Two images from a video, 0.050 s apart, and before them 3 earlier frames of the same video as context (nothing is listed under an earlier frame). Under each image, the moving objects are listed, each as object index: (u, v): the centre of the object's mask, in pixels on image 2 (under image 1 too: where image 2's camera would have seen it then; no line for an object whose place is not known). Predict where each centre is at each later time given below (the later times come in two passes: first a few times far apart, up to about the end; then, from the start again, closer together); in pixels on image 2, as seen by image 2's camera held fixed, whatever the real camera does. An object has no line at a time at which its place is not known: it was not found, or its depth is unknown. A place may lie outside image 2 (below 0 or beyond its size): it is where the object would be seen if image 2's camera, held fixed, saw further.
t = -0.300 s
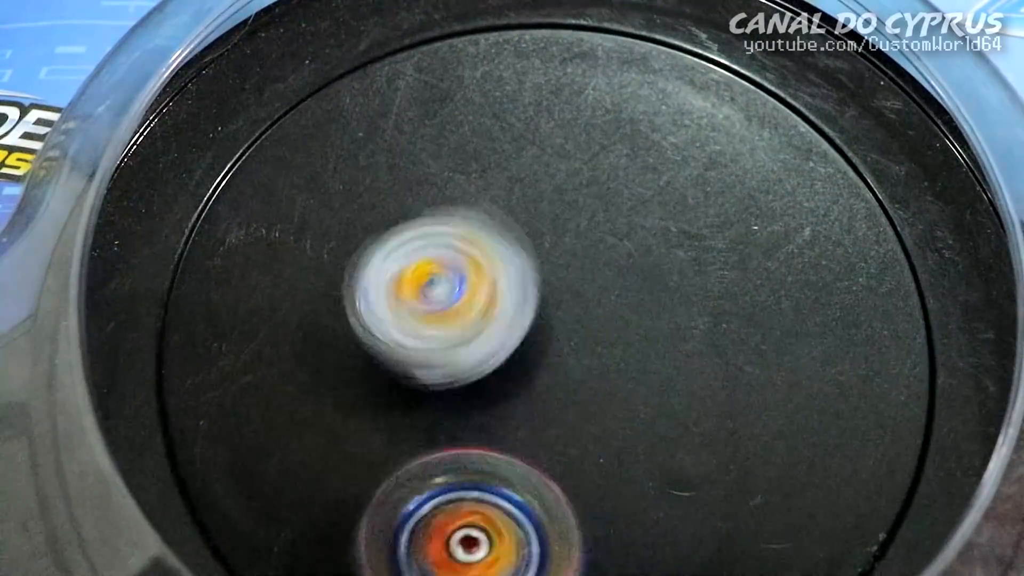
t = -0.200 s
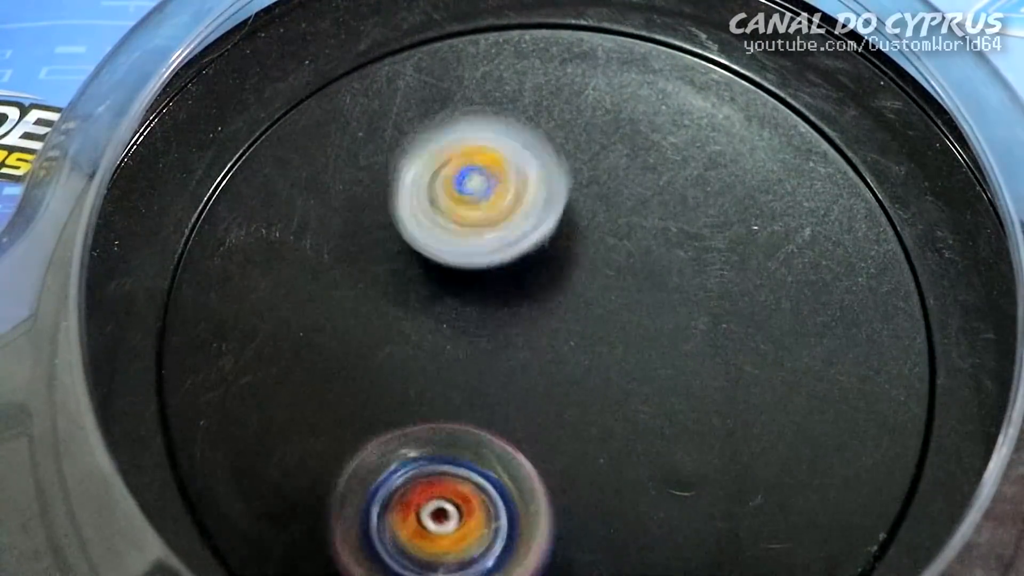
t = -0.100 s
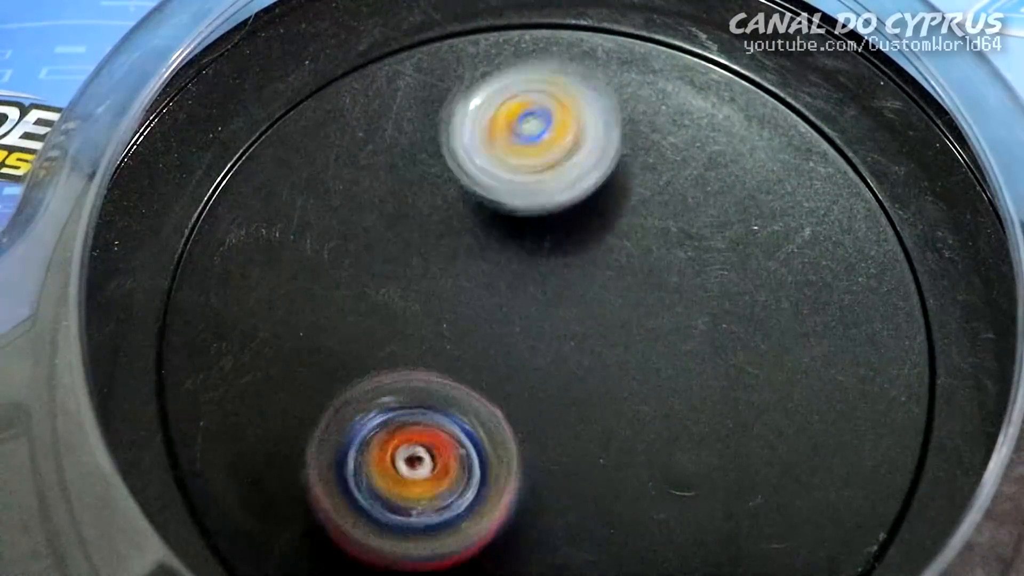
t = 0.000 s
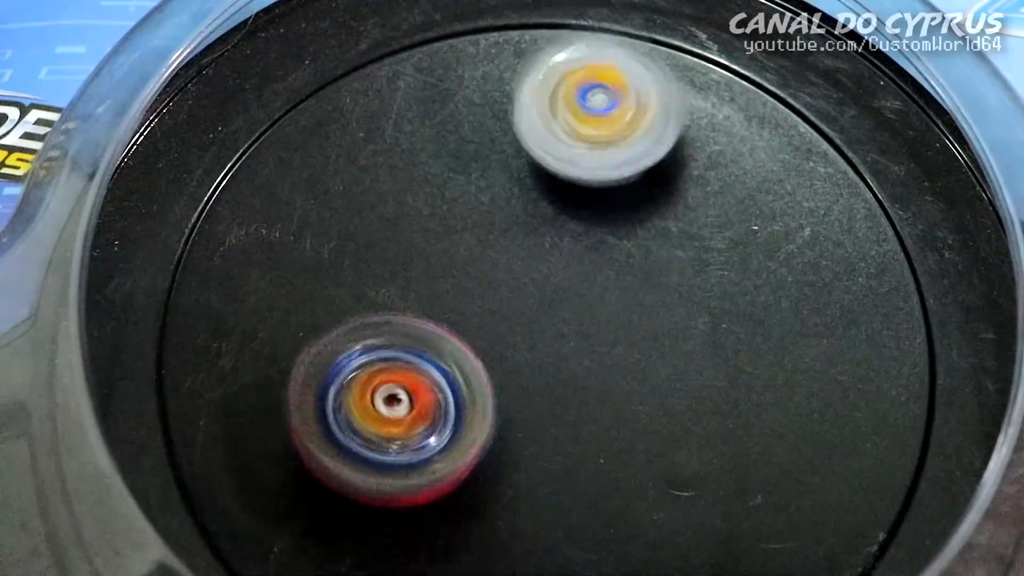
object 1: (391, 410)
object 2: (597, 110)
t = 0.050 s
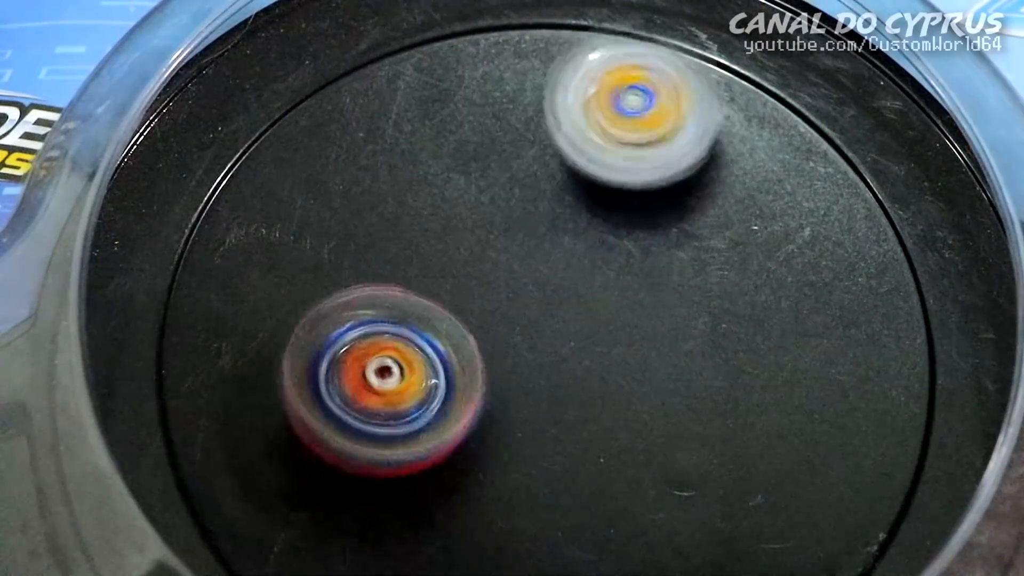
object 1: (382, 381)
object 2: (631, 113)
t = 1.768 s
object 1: (726, 363)
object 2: (388, 415)
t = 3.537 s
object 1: (476, 157)
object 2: (418, 360)
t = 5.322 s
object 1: (598, 132)
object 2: (455, 259)
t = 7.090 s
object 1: (392, 382)
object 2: (589, 324)
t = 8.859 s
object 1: (629, 421)
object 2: (494, 321)
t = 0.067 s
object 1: (379, 373)
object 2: (644, 116)
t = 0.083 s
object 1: (376, 364)
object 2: (657, 120)
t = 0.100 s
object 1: (373, 355)
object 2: (667, 126)
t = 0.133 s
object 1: (368, 338)
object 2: (685, 143)
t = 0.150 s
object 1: (367, 331)
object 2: (693, 154)
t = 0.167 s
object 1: (364, 322)
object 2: (700, 168)
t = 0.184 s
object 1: (364, 315)
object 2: (703, 181)
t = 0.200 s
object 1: (361, 306)
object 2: (706, 196)
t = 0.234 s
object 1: (359, 292)
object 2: (706, 225)
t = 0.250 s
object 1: (360, 286)
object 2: (706, 240)
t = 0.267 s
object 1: (359, 278)
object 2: (700, 255)
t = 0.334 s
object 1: (361, 252)
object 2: (674, 316)
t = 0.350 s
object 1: (363, 248)
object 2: (663, 328)
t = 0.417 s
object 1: (373, 225)
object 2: (616, 381)
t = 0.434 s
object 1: (377, 218)
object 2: (607, 391)
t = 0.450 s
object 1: (380, 215)
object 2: (593, 401)
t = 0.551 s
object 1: (410, 190)
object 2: (503, 446)
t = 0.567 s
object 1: (416, 186)
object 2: (492, 449)
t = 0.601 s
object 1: (429, 181)
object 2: (460, 461)
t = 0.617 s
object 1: (435, 180)
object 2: (445, 459)
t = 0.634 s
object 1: (443, 177)
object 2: (433, 460)
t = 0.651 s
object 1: (449, 176)
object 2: (419, 464)
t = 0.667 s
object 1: (457, 173)
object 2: (401, 463)
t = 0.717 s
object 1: (478, 170)
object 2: (362, 455)
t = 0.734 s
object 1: (487, 168)
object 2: (348, 450)
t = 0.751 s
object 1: (493, 168)
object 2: (341, 440)
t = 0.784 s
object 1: (508, 167)
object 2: (321, 428)
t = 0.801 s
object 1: (518, 166)
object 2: (315, 417)
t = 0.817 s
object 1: (524, 166)
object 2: (313, 407)
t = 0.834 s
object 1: (533, 165)
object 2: (309, 398)
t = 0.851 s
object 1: (540, 166)
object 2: (306, 384)
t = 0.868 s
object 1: (549, 166)
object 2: (310, 373)
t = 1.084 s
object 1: (641, 187)
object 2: (456, 278)
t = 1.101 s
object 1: (647, 189)
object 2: (472, 277)
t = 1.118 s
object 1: (653, 192)
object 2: (483, 280)
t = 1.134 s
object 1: (672, 190)
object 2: (484, 285)
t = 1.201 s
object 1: (717, 189)
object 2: (469, 302)
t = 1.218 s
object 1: (725, 187)
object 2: (467, 304)
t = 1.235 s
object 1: (733, 188)
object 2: (469, 310)
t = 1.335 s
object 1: (760, 190)
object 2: (463, 337)
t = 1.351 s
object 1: (763, 191)
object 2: (465, 342)
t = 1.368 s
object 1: (764, 194)
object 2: (463, 349)
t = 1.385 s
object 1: (764, 197)
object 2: (461, 354)
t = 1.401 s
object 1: (765, 201)
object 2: (463, 356)
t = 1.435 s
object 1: (762, 212)
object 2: (463, 368)
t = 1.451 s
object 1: (757, 220)
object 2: (464, 370)
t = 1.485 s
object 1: (751, 234)
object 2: (469, 378)
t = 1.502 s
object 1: (747, 240)
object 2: (466, 381)
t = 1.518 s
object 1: (743, 249)
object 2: (469, 383)
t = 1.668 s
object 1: (692, 326)
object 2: (489, 401)
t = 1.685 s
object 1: (688, 334)
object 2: (491, 399)
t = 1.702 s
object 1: (690, 343)
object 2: (482, 407)
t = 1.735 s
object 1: (715, 351)
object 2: (426, 411)
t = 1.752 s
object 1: (721, 357)
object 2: (411, 412)
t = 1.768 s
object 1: (726, 363)
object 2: (388, 415)
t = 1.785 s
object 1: (728, 370)
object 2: (368, 414)
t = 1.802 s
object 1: (732, 376)
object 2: (354, 409)
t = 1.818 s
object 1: (732, 385)
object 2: (341, 408)
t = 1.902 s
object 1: (729, 416)
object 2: (271, 381)
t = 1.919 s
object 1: (729, 421)
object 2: (265, 374)
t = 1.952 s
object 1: (723, 432)
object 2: (247, 359)
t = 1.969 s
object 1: (722, 437)
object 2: (244, 351)
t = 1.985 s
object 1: (716, 442)
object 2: (241, 343)
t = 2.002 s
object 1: (714, 446)
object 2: (237, 332)
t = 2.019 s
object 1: (707, 451)
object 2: (240, 321)
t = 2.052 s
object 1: (696, 458)
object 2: (250, 304)
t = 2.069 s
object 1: (690, 460)
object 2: (258, 294)
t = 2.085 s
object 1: (685, 463)
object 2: (270, 288)
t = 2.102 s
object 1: (675, 465)
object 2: (280, 282)
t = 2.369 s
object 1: (535, 458)
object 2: (534, 283)
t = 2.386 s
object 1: (526, 455)
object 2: (548, 283)
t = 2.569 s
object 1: (427, 475)
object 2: (703, 237)
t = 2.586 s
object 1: (418, 474)
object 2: (713, 236)
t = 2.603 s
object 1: (413, 473)
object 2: (723, 232)
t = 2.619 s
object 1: (404, 472)
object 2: (737, 230)
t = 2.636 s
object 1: (401, 469)
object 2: (746, 230)
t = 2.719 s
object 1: (380, 451)
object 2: (800, 220)
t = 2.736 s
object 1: (376, 447)
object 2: (809, 221)
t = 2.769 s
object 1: (374, 436)
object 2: (826, 224)
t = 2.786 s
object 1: (371, 429)
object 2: (834, 225)
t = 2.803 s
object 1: (372, 422)
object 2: (835, 231)
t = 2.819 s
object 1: (371, 417)
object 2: (841, 236)
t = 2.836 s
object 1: (370, 409)
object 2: (844, 239)
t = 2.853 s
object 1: (373, 403)
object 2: (839, 250)
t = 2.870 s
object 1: (372, 397)
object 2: (837, 256)
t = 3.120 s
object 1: (423, 294)
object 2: (635, 330)
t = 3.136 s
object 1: (428, 287)
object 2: (622, 333)
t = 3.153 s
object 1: (428, 279)
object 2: (615, 335)
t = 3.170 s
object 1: (422, 267)
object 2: (615, 339)
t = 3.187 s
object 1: (419, 257)
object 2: (617, 347)
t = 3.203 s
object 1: (419, 249)
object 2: (612, 352)
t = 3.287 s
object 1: (423, 215)
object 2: (574, 379)
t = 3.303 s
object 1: (423, 209)
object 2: (560, 385)
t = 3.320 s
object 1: (426, 203)
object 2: (547, 386)
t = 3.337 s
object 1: (427, 197)
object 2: (540, 390)
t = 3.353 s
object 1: (429, 192)
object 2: (524, 395)
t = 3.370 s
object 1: (433, 188)
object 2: (511, 392)
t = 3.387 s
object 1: (436, 183)
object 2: (504, 394)
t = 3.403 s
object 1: (440, 178)
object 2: (489, 396)
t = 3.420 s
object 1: (444, 174)
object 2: (477, 390)
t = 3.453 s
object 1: (452, 167)
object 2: (455, 388)
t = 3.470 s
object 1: (455, 165)
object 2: (446, 380)
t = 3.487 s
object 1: (460, 162)
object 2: (441, 378)
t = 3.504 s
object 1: (466, 161)
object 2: (426, 372)
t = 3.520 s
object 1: (470, 158)
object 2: (422, 363)
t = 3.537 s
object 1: (476, 157)
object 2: (418, 360)
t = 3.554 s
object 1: (481, 158)
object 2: (408, 350)
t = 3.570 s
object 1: (487, 157)
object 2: (408, 341)
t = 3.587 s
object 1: (494, 158)
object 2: (406, 336)
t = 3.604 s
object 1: (498, 160)
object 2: (401, 325)
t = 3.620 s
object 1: (504, 160)
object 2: (406, 316)
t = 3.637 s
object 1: (511, 163)
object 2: (406, 311)
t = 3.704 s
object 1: (544, 162)
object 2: (404, 301)
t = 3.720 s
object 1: (552, 164)
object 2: (407, 303)
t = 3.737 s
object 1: (558, 166)
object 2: (406, 302)
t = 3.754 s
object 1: (565, 166)
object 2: (409, 299)
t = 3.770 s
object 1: (573, 169)
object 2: (415, 302)
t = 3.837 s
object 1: (600, 182)
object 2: (435, 305)
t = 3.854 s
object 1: (607, 186)
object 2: (446, 305)
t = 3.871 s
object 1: (612, 192)
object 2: (451, 311)
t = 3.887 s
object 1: (618, 196)
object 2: (460, 312)
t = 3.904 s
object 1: (625, 202)
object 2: (473, 317)
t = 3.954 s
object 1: (643, 218)
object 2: (497, 334)
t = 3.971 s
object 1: (648, 223)
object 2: (502, 341)
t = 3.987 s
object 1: (668, 223)
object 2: (497, 360)
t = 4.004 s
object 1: (686, 216)
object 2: (486, 384)
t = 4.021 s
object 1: (707, 204)
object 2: (471, 402)
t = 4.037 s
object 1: (724, 195)
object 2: (467, 423)
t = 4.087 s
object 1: (762, 175)
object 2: (446, 463)
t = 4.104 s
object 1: (769, 171)
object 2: (440, 472)
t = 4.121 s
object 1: (776, 168)
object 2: (440, 480)
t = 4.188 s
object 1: (800, 166)
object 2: (422, 495)
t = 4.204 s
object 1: (804, 165)
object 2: (420, 501)
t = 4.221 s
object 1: (810, 166)
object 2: (416, 501)
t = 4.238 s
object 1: (814, 170)
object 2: (420, 505)
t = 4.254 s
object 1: (816, 172)
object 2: (411, 506)
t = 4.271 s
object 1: (820, 176)
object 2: (415, 507)
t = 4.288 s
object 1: (821, 182)
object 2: (414, 512)
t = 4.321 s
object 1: (822, 191)
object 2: (415, 514)
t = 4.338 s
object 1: (819, 198)
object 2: (417, 511)
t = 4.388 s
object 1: (811, 218)
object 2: (431, 508)
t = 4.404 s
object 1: (807, 224)
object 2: (435, 509)
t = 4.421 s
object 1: (804, 232)
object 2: (441, 503)
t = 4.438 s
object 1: (796, 239)
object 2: (445, 504)
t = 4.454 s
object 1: (790, 246)
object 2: (453, 500)
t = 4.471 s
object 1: (785, 253)
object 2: (464, 498)
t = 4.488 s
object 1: (775, 259)
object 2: (467, 491)
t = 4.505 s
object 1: (769, 265)
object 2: (480, 489)
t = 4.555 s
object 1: (745, 283)
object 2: (503, 469)
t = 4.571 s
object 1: (736, 289)
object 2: (514, 458)
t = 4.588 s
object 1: (726, 294)
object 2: (524, 456)
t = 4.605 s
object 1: (718, 299)
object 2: (533, 440)
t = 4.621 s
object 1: (707, 304)
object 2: (543, 437)
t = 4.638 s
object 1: (697, 308)
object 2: (549, 426)
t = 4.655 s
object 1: (700, 304)
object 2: (542, 432)
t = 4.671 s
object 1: (725, 291)
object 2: (504, 443)
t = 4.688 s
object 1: (742, 271)
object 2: (479, 450)
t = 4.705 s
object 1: (765, 255)
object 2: (442, 464)
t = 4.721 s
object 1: (782, 240)
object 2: (421, 463)
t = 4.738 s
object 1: (791, 226)
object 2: (397, 471)
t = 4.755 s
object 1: (799, 216)
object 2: (373, 466)
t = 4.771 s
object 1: (805, 210)
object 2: (359, 470)
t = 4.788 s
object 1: (805, 203)
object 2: (342, 463)
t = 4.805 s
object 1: (804, 199)
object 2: (337, 459)
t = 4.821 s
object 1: (799, 193)
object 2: (323, 452)
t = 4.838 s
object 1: (794, 187)
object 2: (318, 443)
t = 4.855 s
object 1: (786, 182)
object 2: (307, 437)
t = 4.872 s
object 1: (780, 175)
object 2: (304, 423)
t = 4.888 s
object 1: (775, 171)
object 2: (293, 417)
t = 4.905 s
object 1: (770, 165)
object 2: (289, 404)
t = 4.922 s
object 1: (763, 159)
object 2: (288, 399)
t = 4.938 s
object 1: (757, 154)
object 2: (284, 382)
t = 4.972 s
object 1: (742, 146)
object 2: (281, 363)
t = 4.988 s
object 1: (733, 143)
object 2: (288, 356)
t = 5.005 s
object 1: (728, 139)
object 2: (287, 341)
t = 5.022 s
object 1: (721, 137)
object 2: (296, 332)
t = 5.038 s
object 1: (712, 136)
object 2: (299, 323)
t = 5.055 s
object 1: (703, 132)
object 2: (312, 312)
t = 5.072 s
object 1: (694, 131)
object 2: (314, 303)
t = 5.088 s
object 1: (685, 131)
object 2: (327, 293)
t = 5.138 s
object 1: (662, 130)
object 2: (358, 273)
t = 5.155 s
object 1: (652, 129)
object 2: (371, 263)
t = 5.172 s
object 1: (642, 129)
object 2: (385, 262)
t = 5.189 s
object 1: (633, 131)
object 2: (396, 251)
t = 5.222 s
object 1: (616, 134)
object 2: (421, 244)
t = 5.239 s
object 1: (608, 135)
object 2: (438, 242)
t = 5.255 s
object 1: (601, 137)
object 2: (447, 236)
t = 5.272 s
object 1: (596, 136)
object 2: (456, 240)
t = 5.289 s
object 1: (598, 132)
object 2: (455, 246)
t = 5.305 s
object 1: (598, 131)
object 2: (459, 249)
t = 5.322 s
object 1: (598, 132)
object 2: (455, 259)
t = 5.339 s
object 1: (593, 133)
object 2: (461, 260)
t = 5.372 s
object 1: (577, 133)
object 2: (471, 269)
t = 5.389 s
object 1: (567, 134)
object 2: (480, 278)
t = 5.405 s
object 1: (571, 123)
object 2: (479, 294)
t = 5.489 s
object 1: (560, 79)
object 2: (495, 393)
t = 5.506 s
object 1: (558, 75)
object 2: (497, 401)
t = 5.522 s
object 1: (555, 73)
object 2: (501, 414)
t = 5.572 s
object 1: (550, 68)
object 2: (513, 437)
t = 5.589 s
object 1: (546, 66)
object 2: (514, 445)
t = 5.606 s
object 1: (545, 67)
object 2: (519, 448)
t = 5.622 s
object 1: (546, 68)
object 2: (521, 457)
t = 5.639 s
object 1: (543, 69)
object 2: (530, 458)
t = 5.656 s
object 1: (540, 70)
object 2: (528, 463)
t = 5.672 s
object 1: (540, 74)
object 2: (537, 466)
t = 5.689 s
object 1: (540, 79)
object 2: (537, 472)
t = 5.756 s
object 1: (533, 106)
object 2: (560, 477)
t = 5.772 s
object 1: (533, 113)
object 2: (570, 482)
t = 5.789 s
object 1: (531, 119)
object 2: (576, 476)
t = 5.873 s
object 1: (520, 150)
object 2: (600, 467)
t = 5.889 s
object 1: (517, 156)
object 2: (612, 464)
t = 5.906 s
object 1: (515, 164)
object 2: (610, 459)
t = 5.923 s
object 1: (511, 171)
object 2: (621, 458)
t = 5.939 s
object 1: (507, 176)
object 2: (623, 446)
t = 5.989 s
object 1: (496, 198)
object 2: (632, 435)
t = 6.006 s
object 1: (492, 205)
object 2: (642, 424)
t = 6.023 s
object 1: (486, 212)
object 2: (636, 417)
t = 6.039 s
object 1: (481, 220)
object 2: (644, 410)
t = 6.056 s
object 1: (475, 228)
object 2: (638, 402)
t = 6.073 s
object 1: (470, 235)
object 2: (645, 399)
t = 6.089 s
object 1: (463, 240)
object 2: (644, 384)
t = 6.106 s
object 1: (458, 248)
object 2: (642, 381)
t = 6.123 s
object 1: (450, 254)
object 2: (644, 369)
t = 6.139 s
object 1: (443, 259)
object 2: (638, 366)
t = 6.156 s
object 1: (437, 264)
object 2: (643, 356)
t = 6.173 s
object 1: (431, 270)
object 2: (635, 347)
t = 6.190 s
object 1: (423, 274)
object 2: (637, 341)
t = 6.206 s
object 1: (419, 277)
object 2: (630, 331)
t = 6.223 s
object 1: (411, 280)
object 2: (630, 329)
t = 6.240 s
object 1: (405, 283)
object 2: (628, 316)
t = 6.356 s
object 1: (368, 293)
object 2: (592, 279)
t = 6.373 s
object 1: (362, 293)
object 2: (586, 277)
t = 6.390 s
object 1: (357, 293)
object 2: (583, 269)
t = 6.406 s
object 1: (353, 292)
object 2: (573, 267)
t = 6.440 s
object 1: (342, 292)
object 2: (559, 262)
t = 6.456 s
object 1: (338, 292)
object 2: (556, 260)
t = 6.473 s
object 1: (333, 289)
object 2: (549, 255)
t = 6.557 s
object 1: (320, 279)
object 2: (514, 251)
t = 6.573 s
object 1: (311, 282)
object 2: (516, 250)
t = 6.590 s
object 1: (302, 279)
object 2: (517, 245)
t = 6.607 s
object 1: (294, 279)
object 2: (519, 245)
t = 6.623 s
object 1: (289, 280)
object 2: (521, 241)
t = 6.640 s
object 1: (287, 284)
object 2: (516, 240)
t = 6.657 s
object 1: (283, 286)
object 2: (518, 241)
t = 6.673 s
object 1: (280, 287)
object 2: (516, 238)
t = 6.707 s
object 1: (278, 294)
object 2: (519, 241)
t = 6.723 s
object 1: (278, 295)
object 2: (514, 243)
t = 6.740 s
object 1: (281, 296)
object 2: (518, 248)
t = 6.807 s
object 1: (297, 309)
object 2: (515, 256)
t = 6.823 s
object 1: (306, 312)
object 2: (518, 263)
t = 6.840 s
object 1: (315, 316)
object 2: (517, 263)
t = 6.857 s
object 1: (322, 321)
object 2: (514, 274)
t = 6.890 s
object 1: (325, 329)
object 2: (523, 274)
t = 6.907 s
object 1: (329, 330)
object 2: (531, 281)
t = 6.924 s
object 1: (334, 333)
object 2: (536, 283)
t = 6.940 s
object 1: (341, 338)
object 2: (542, 290)
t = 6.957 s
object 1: (349, 343)
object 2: (553, 292)
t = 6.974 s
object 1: (357, 348)
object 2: (552, 292)
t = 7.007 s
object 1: (367, 361)
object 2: (563, 301)
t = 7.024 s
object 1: (372, 365)
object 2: (566, 309)
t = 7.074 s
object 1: (387, 379)
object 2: (583, 322)
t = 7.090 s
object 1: (392, 382)
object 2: (589, 324)
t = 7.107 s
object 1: (398, 386)
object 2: (589, 332)
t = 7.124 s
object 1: (404, 392)
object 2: (600, 339)
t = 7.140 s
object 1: (408, 398)
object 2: (600, 339)
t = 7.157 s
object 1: (411, 401)
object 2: (602, 347)
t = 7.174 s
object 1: (417, 406)
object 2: (608, 351)
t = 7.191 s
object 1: (422, 410)
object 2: (607, 357)
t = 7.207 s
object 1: (423, 415)
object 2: (616, 366)
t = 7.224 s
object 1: (421, 419)
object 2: (623, 365)
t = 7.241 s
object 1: (423, 419)
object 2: (625, 371)
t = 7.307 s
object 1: (439, 428)
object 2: (650, 385)
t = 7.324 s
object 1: (440, 434)
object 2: (648, 390)
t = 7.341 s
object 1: (445, 441)
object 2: (655, 394)
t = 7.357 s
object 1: (444, 448)
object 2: (654, 396)
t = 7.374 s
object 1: (444, 454)
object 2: (659, 404)
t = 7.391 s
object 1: (446, 458)
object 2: (662, 400)
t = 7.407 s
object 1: (449, 461)
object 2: (655, 402)
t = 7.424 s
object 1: (450, 466)
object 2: (660, 406)
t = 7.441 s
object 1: (454, 471)
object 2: (656, 407)
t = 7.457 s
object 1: (456, 474)
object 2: (657, 414)
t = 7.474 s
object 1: (457, 478)
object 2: (664, 410)
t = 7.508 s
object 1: (458, 484)
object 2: (658, 407)
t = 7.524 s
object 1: (459, 486)
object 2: (656, 402)
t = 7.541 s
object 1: (465, 487)
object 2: (653, 404)
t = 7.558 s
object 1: (467, 488)
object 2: (658, 401)
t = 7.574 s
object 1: (466, 489)
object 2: (651, 392)
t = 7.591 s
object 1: (467, 488)
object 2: (646, 394)
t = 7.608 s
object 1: (471, 488)
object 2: (646, 391)
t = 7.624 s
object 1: (478, 487)
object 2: (637, 391)
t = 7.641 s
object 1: (478, 489)
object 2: (643, 389)
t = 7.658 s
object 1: (472, 487)
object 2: (639, 381)
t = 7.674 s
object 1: (474, 486)
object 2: (631, 378)
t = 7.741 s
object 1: (437, 493)
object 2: (648, 329)
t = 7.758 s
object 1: (434, 493)
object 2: (648, 312)
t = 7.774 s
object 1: (433, 492)
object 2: (640, 306)
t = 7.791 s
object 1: (436, 490)
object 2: (643, 300)
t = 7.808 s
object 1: (439, 490)
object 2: (639, 289)
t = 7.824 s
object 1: (442, 489)
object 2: (629, 289)
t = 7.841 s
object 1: (445, 487)
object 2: (631, 288)
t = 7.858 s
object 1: (444, 486)
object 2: (628, 280)
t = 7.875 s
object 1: (447, 485)
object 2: (620, 282)
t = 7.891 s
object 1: (446, 483)
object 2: (621, 280)
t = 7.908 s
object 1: (448, 481)
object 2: (616, 273)
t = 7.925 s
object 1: (449, 478)
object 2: (607, 273)
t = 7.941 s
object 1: (452, 474)
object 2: (605, 275)
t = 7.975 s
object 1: (461, 469)
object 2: (593, 275)
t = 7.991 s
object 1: (466, 469)
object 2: (591, 274)
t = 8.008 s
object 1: (470, 467)
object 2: (584, 269)
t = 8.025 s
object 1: (473, 463)
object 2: (572, 270)
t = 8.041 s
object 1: (480, 457)
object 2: (565, 276)
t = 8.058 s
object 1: (485, 452)
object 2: (560, 278)
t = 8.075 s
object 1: (491, 448)
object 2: (555, 279)
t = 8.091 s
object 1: (496, 447)
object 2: (550, 282)
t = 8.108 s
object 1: (505, 444)
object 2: (545, 278)
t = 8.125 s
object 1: (513, 444)
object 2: (536, 276)
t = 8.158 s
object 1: (527, 442)
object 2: (522, 279)
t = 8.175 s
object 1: (534, 443)
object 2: (514, 274)
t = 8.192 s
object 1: (542, 450)
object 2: (503, 276)
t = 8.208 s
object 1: (550, 457)
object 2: (496, 277)
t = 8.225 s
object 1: (559, 456)
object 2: (492, 276)
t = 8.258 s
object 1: (572, 460)
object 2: (477, 268)
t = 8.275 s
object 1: (581, 463)
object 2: (471, 268)
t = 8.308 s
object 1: (595, 466)
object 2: (467, 273)
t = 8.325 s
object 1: (601, 468)
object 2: (466, 274)
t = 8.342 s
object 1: (607, 472)
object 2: (465, 278)
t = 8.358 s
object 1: (611, 473)
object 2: (465, 284)
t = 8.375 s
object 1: (614, 476)
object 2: (469, 290)
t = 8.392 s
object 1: (617, 477)
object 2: (474, 294)
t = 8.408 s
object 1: (618, 479)
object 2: (476, 294)
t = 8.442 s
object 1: (624, 481)
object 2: (475, 301)
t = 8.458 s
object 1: (628, 481)
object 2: (475, 306)
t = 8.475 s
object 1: (628, 482)
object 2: (478, 311)
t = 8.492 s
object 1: (632, 484)
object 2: (481, 316)
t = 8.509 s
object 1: (630, 484)
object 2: (485, 318)
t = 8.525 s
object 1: (631, 485)
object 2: (486, 323)
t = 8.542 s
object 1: (631, 487)
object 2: (485, 324)
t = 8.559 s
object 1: (632, 486)
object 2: (483, 325)
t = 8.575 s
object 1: (631, 487)
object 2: (479, 327)
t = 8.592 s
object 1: (630, 486)
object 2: (477, 328)
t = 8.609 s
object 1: (629, 486)
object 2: (477, 329)
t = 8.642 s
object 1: (624, 482)
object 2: (480, 326)
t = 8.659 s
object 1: (623, 478)
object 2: (481, 324)
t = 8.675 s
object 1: (624, 477)
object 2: (481, 322)
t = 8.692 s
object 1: (623, 473)
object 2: (480, 320)
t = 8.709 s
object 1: (625, 471)
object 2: (480, 321)
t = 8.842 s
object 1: (626, 428)
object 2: (494, 321)
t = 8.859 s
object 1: (629, 421)
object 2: (494, 321)
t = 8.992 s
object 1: (655, 387)
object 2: (495, 321)
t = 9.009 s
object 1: (660, 381)
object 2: (495, 321)
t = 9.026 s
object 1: (664, 378)
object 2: (496, 321)
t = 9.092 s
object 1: (678, 378)
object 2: (498, 321)
